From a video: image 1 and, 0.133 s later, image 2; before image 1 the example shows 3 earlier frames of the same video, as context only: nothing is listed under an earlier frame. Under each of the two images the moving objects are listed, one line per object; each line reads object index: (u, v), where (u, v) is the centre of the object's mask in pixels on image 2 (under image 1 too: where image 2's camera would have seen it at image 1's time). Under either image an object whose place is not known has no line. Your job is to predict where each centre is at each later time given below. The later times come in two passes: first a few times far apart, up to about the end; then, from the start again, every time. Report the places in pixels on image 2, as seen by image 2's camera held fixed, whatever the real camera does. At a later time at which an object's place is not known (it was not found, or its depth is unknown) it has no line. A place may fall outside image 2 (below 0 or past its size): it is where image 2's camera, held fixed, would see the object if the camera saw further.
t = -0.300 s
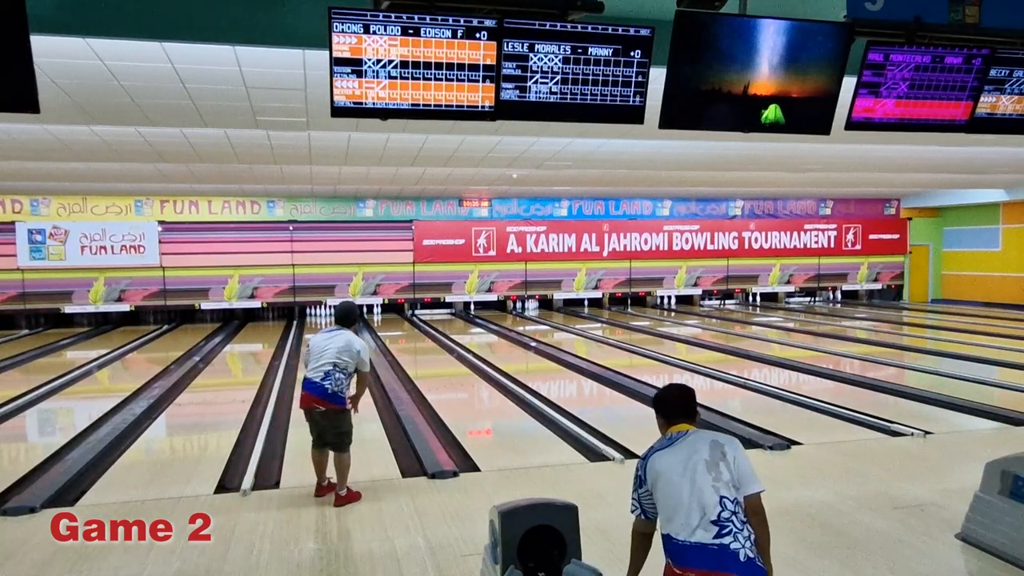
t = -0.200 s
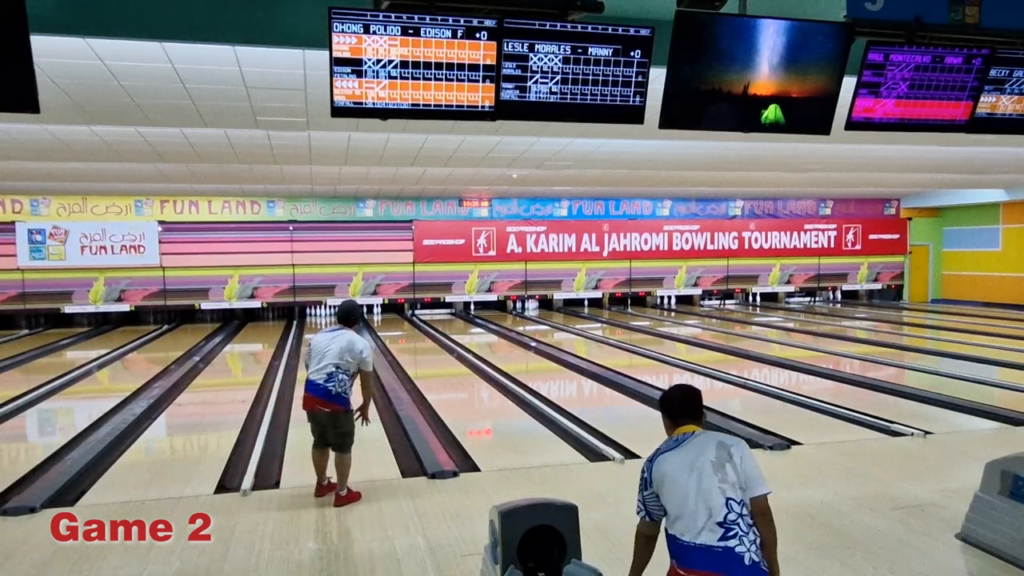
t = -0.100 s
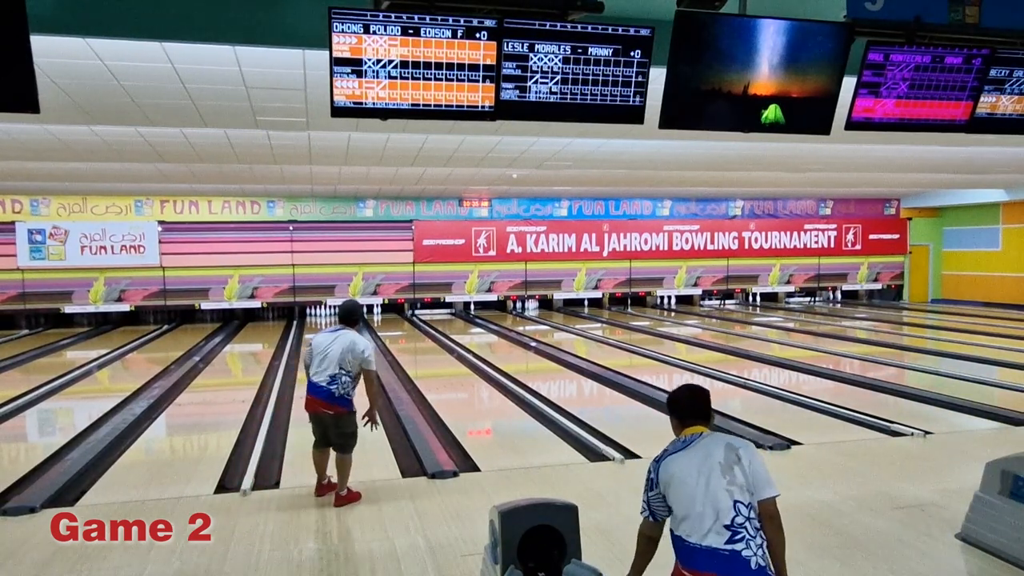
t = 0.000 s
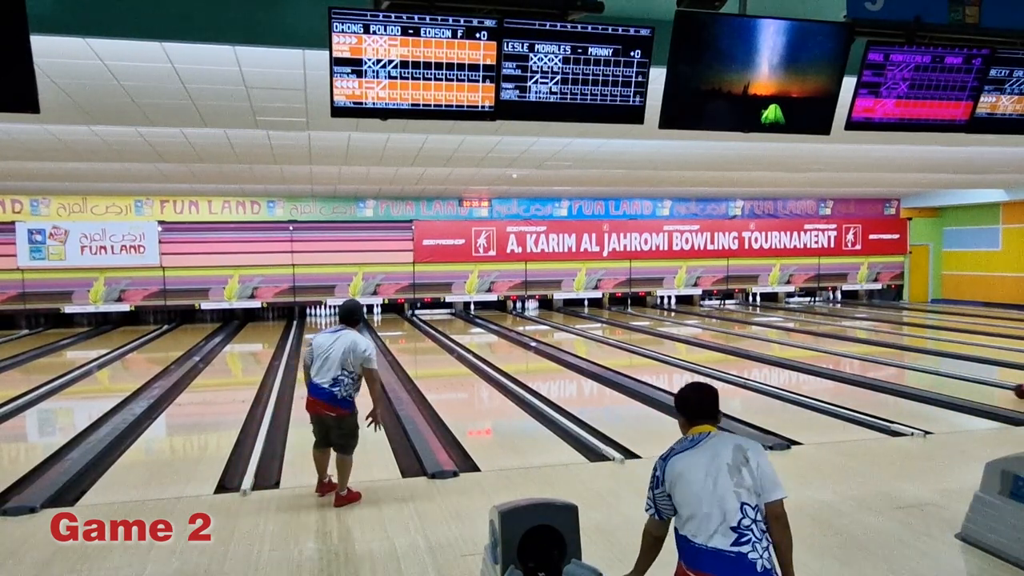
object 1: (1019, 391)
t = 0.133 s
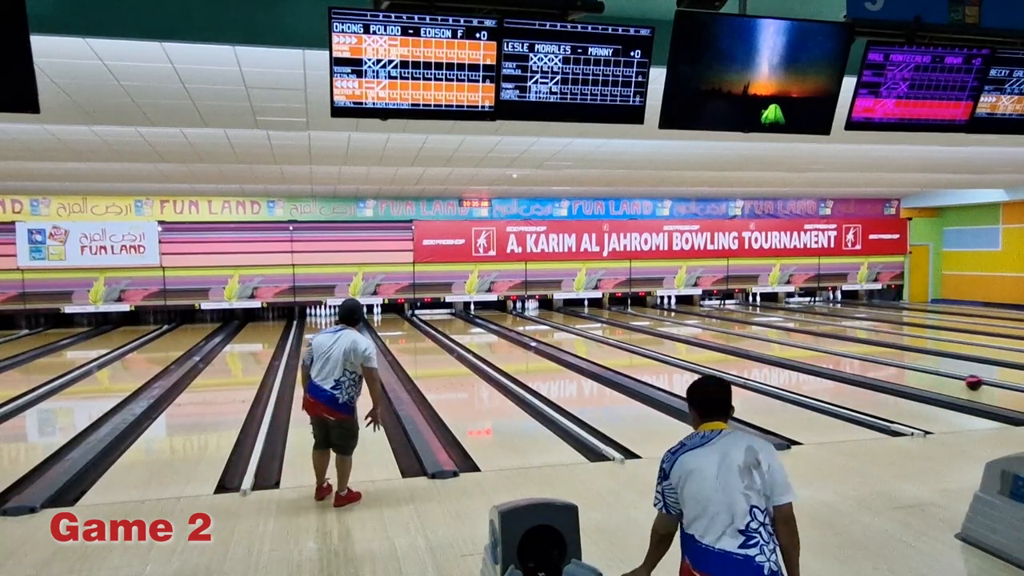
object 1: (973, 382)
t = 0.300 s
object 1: (921, 371)
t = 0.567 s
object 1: (854, 358)
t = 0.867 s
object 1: (796, 345)
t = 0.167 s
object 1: (962, 380)
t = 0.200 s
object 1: (952, 378)
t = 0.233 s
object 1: (941, 376)
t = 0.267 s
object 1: (931, 373)
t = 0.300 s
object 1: (921, 371)
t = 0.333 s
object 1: (912, 369)
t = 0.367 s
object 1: (902, 367)
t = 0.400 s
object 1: (894, 366)
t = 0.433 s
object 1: (886, 364)
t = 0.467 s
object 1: (877, 362)
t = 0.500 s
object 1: (870, 360)
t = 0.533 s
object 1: (862, 359)
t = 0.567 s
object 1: (854, 358)
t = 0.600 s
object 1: (847, 356)
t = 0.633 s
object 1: (840, 354)
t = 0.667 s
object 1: (833, 353)
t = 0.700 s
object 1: (827, 351)
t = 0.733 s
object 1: (820, 350)
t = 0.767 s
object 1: (814, 348)
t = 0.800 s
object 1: (808, 348)
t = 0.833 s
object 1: (802, 346)
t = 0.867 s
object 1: (796, 345)
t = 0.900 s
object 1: (790, 344)
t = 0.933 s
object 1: (785, 343)
